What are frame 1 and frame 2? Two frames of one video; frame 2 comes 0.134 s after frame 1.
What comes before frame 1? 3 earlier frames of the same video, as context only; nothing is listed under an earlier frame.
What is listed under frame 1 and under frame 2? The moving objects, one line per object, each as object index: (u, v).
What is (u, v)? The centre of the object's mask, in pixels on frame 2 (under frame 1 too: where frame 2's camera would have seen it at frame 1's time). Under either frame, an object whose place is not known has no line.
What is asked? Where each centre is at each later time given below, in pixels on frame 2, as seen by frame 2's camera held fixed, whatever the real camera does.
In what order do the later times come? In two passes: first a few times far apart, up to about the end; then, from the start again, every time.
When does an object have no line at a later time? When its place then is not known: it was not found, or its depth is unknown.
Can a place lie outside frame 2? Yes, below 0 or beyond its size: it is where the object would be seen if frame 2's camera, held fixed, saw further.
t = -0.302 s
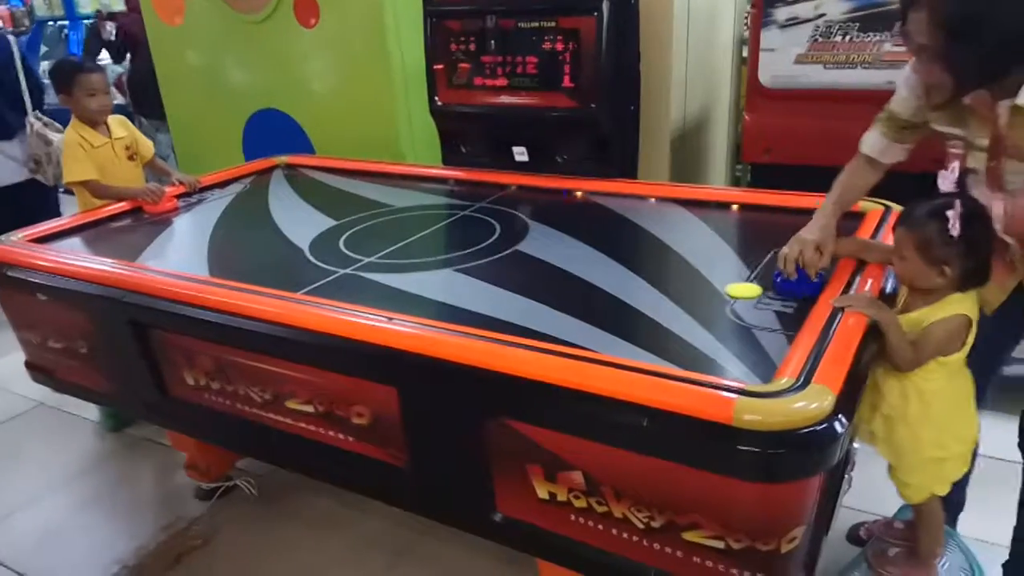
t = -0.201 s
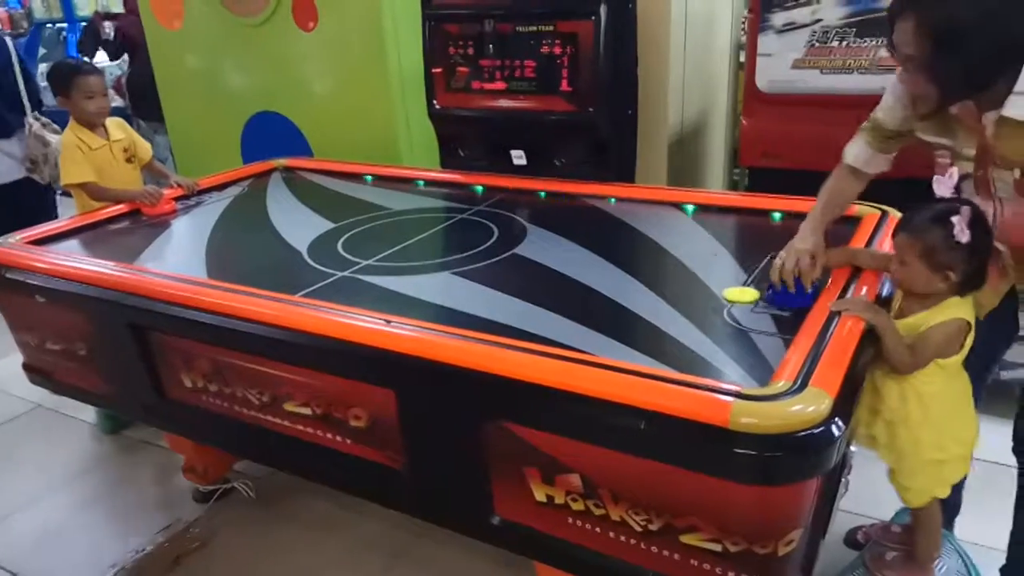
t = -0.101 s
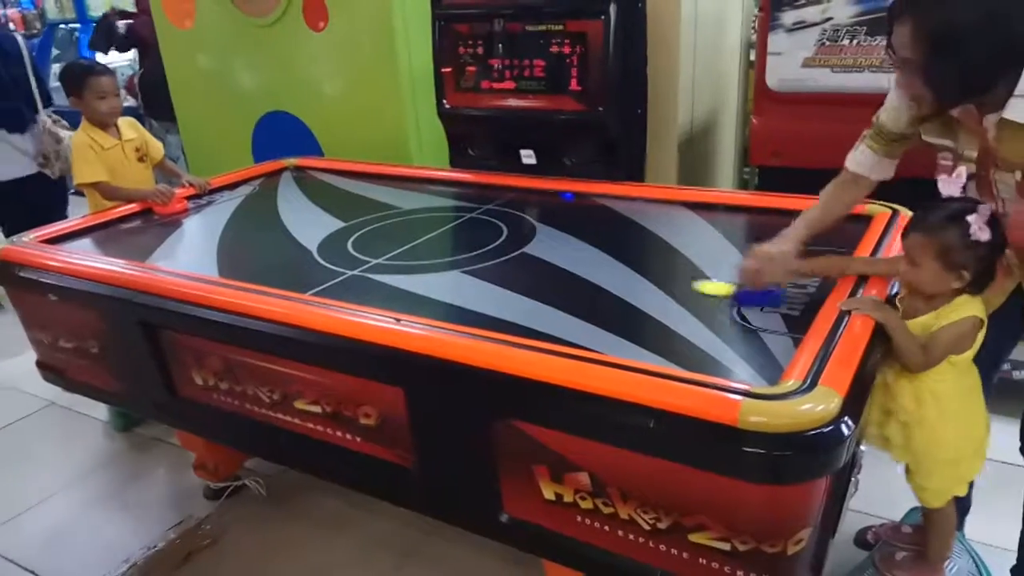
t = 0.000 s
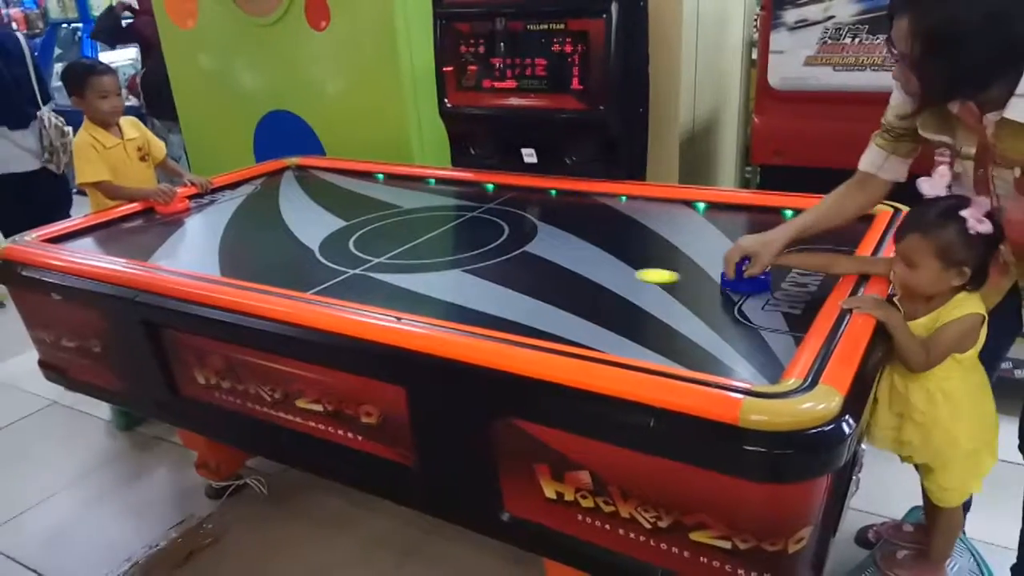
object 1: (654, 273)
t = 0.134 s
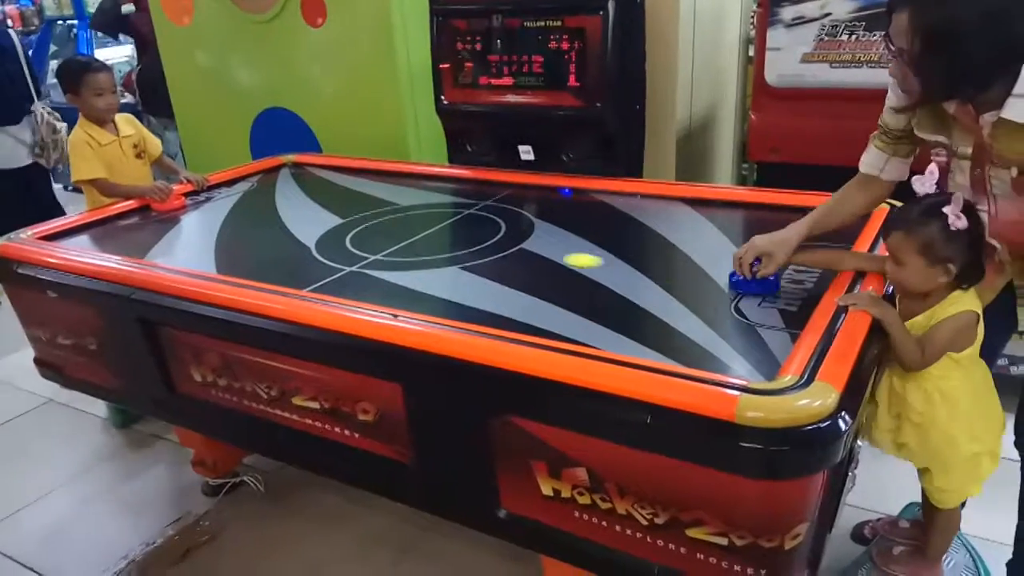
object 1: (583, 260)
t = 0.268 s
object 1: (519, 249)
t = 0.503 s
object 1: (425, 232)
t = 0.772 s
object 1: (338, 216)
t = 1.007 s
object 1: (268, 205)
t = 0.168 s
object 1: (566, 257)
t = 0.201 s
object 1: (550, 255)
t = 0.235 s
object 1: (535, 252)
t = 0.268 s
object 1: (519, 249)
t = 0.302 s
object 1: (505, 246)
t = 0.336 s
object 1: (491, 244)
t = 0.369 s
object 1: (477, 242)
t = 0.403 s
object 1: (464, 239)
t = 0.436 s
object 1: (451, 237)
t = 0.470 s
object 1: (438, 234)
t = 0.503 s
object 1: (425, 232)
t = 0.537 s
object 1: (413, 230)
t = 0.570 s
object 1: (403, 229)
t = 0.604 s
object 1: (390, 226)
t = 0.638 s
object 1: (378, 224)
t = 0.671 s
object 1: (368, 222)
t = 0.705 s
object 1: (357, 220)
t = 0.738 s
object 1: (348, 218)
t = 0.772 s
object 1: (338, 216)
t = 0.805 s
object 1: (327, 215)
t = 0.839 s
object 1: (317, 213)
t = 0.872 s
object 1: (307, 212)
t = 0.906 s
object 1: (296, 210)
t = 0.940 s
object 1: (289, 208)
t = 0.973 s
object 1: (276, 207)
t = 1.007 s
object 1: (268, 205)
